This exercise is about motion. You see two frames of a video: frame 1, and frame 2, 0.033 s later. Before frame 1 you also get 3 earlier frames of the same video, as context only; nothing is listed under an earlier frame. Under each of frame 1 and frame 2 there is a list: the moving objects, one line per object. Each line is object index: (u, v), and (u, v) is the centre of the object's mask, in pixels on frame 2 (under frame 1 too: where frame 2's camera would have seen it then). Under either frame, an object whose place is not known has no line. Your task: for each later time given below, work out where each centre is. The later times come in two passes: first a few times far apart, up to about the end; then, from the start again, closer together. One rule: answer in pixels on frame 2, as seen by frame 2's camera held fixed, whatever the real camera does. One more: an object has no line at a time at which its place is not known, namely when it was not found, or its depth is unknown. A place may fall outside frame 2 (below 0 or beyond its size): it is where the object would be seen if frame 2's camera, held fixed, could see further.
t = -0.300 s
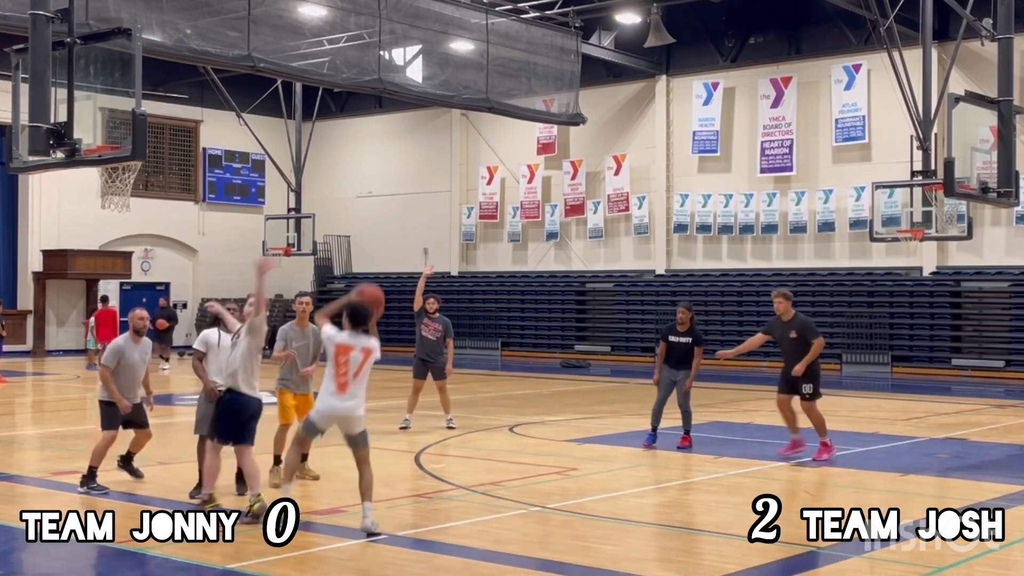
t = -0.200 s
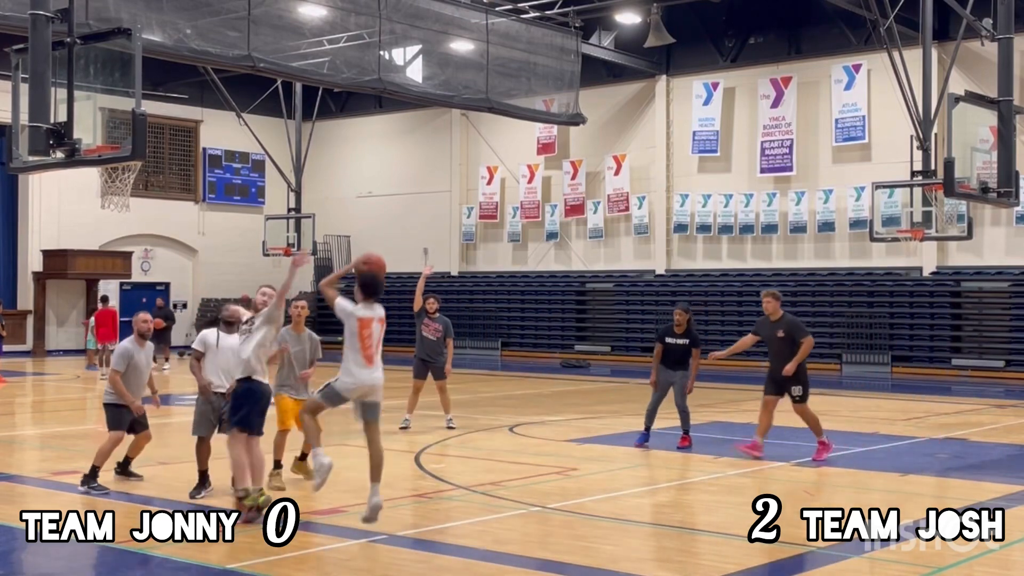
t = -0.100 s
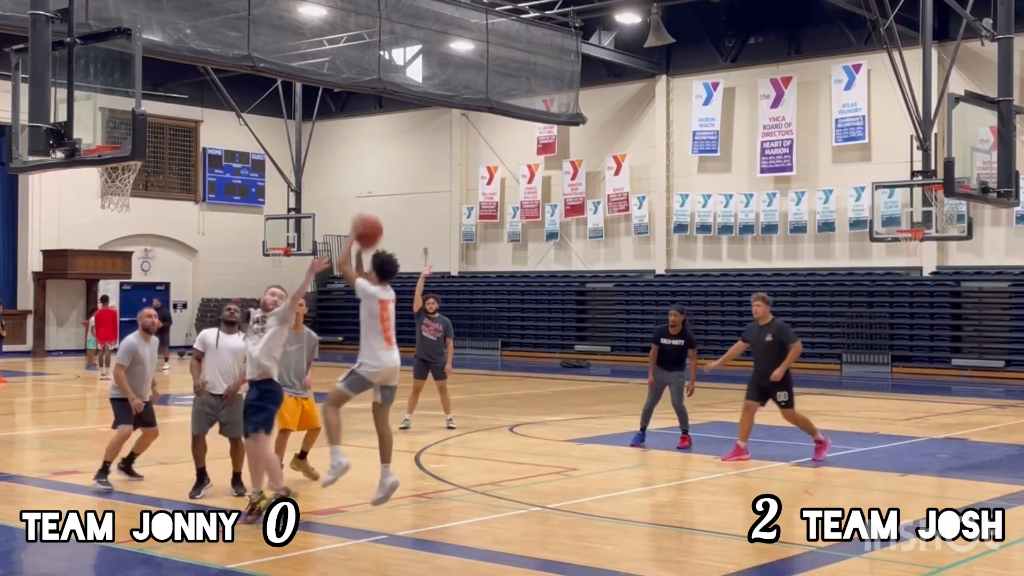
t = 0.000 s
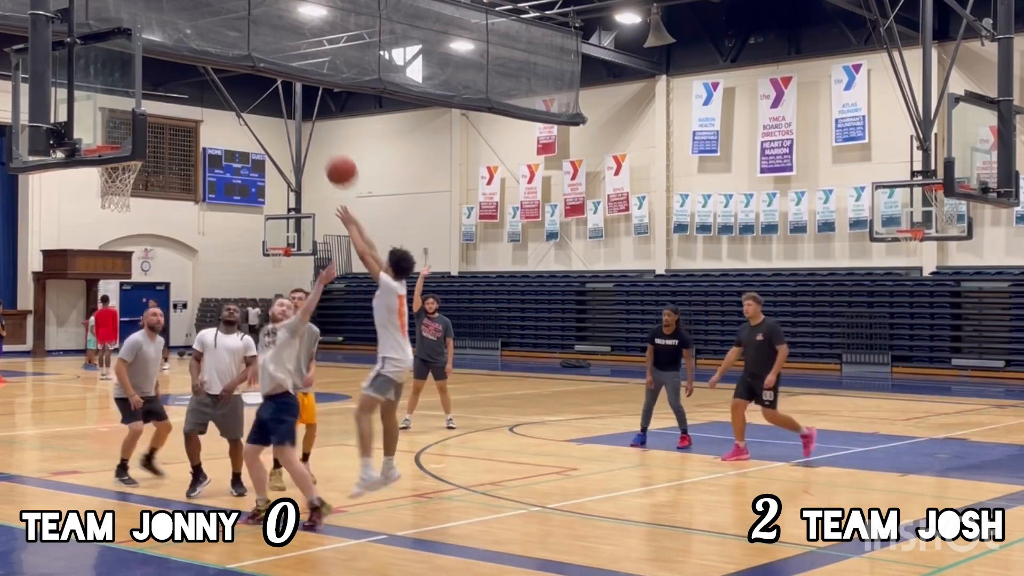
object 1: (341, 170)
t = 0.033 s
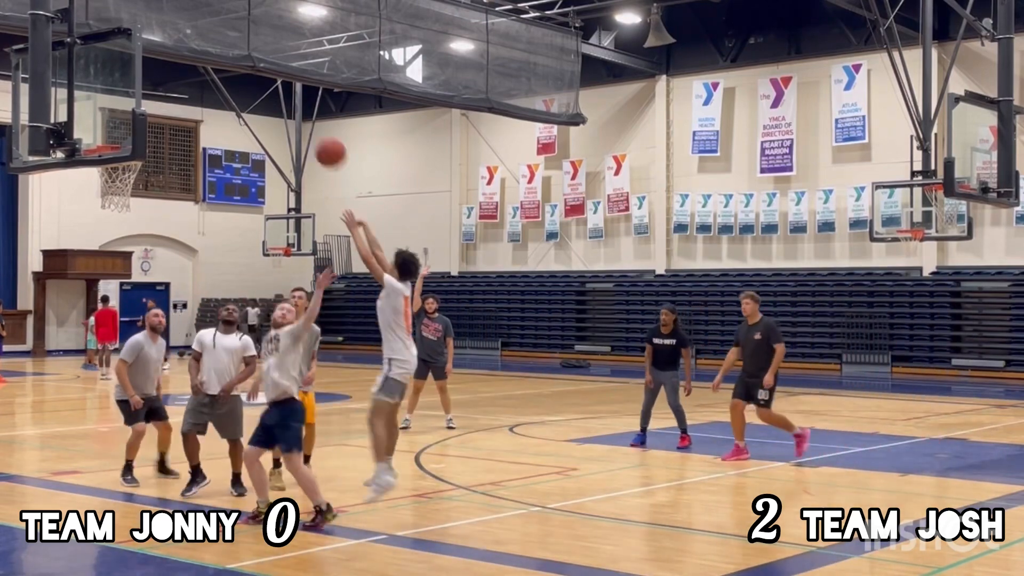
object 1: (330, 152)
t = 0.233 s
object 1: (267, 72)
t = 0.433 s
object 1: (208, 44)
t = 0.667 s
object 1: (146, 70)
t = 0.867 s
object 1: (97, 135)
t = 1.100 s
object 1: (133, 79)
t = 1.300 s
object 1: (167, 80)
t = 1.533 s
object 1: (203, 132)
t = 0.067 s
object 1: (319, 134)
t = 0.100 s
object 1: (308, 118)
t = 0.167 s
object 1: (288, 93)
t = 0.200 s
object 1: (277, 82)
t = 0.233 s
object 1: (267, 72)
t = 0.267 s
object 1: (257, 65)
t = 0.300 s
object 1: (247, 57)
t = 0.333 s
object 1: (237, 52)
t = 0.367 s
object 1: (228, 48)
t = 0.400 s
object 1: (218, 45)
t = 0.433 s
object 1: (208, 44)
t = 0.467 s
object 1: (199, 44)
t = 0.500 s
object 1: (189, 45)
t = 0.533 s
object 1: (180, 48)
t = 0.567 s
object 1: (171, 52)
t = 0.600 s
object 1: (162, 57)
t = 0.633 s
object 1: (154, 63)
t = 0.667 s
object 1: (146, 70)
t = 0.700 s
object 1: (134, 78)
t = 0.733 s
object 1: (124, 88)
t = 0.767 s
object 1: (117, 100)
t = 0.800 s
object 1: (108, 114)
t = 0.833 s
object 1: (101, 125)
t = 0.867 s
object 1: (97, 135)
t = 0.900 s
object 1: (101, 124)
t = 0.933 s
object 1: (107, 114)
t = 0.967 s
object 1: (111, 104)
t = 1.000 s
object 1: (117, 97)
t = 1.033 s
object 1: (122, 89)
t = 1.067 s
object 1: (125, 84)
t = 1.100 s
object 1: (133, 79)
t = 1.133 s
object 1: (141, 77)
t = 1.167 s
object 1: (150, 76)
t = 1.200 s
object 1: (152, 75)
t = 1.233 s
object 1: (157, 75)
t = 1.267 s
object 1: (162, 77)
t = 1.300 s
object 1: (167, 80)
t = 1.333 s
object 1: (172, 84)
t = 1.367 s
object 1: (177, 89)
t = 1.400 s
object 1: (183, 95)
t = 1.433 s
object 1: (187, 103)
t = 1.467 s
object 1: (193, 111)
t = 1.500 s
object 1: (198, 122)
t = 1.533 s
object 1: (203, 132)
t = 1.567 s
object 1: (208, 145)
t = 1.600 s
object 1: (212, 158)
